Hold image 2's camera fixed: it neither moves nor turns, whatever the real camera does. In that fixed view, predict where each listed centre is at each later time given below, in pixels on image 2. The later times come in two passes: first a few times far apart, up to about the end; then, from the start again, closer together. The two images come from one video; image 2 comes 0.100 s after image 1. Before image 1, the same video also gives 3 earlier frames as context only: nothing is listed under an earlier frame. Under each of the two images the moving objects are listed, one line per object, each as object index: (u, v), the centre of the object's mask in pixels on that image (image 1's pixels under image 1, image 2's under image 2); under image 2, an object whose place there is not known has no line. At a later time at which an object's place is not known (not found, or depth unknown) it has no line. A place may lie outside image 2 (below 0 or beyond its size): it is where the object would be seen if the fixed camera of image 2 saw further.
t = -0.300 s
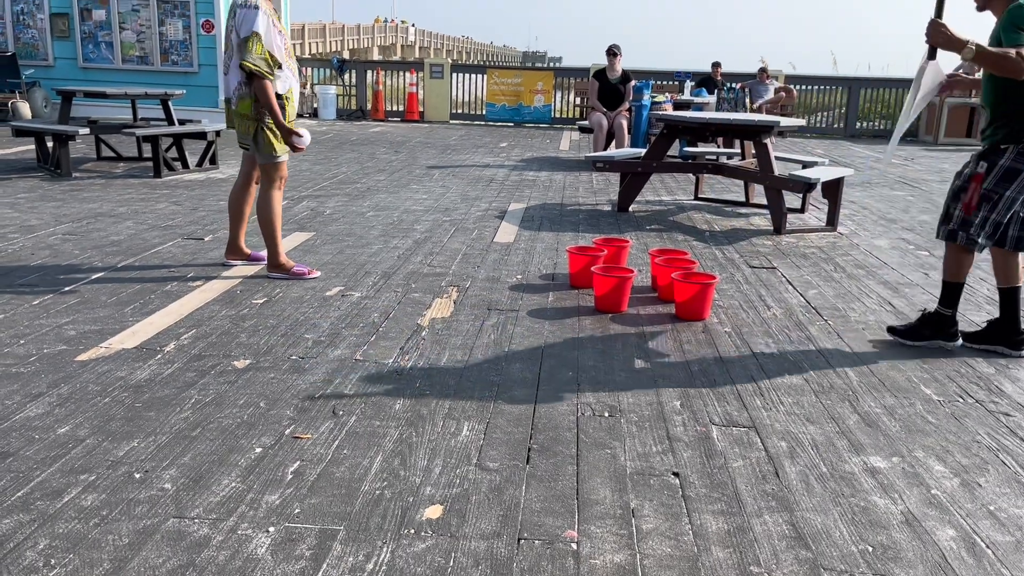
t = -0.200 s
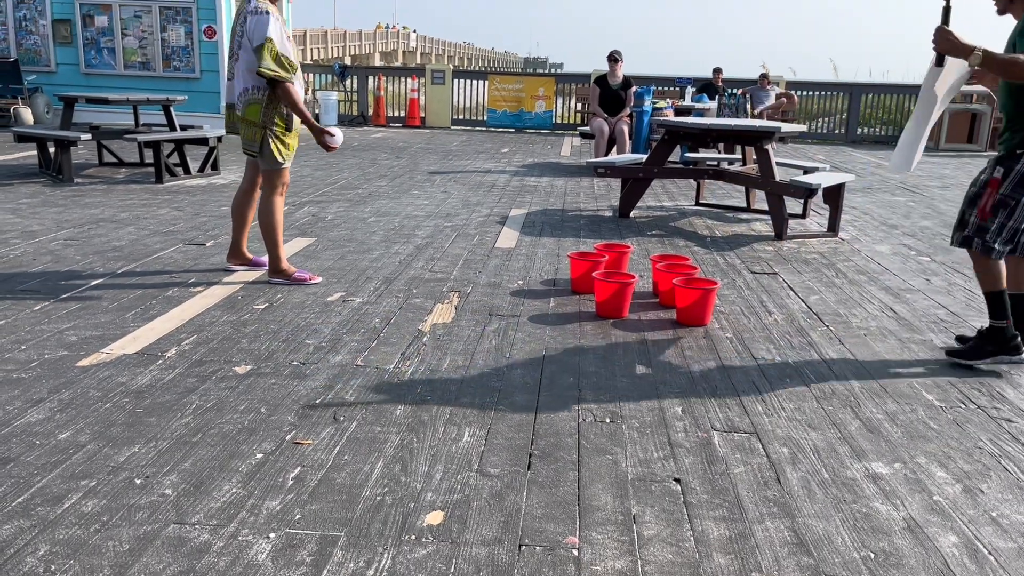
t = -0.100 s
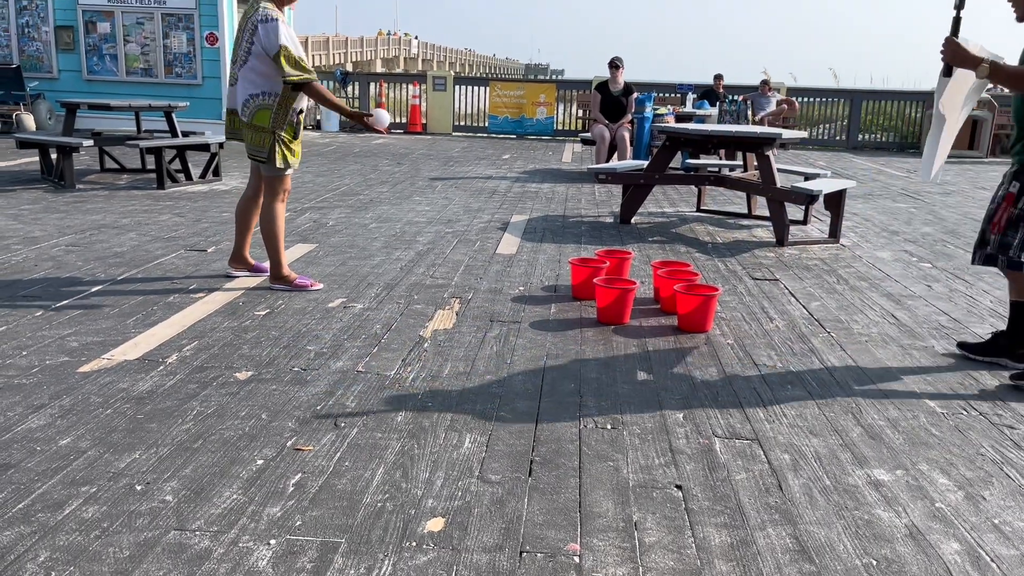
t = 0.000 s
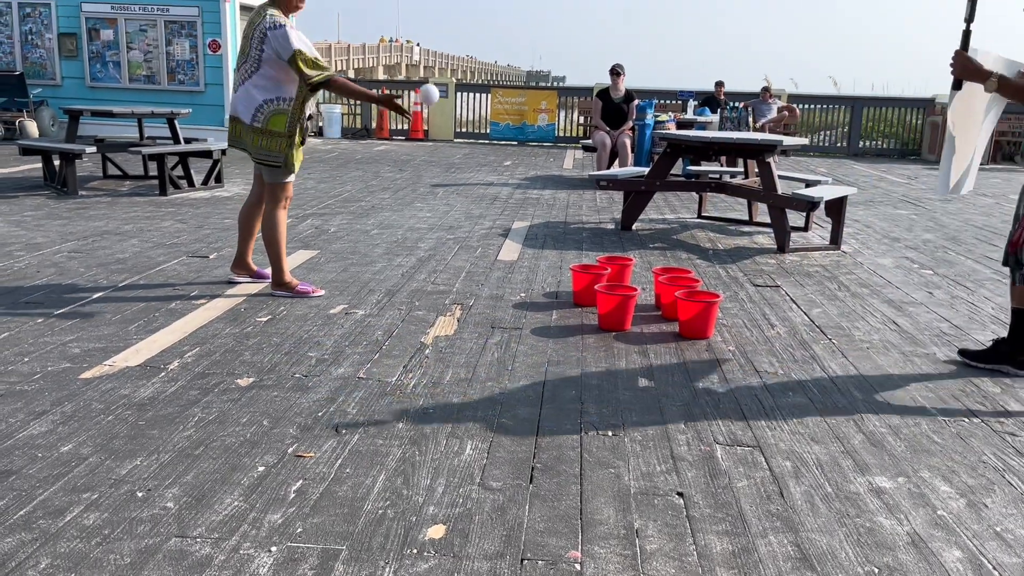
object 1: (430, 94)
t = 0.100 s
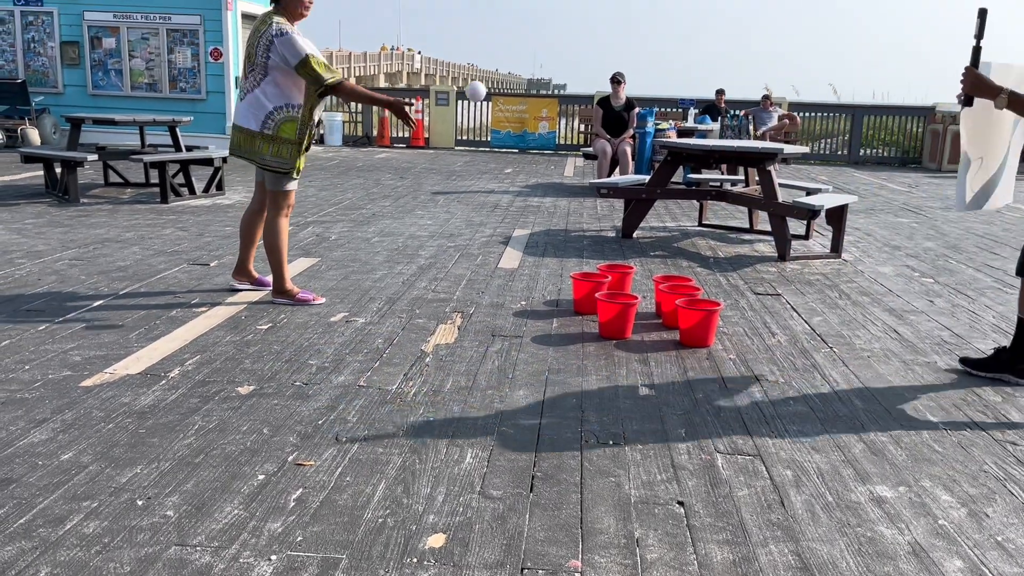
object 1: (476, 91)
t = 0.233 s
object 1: (534, 109)
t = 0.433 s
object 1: (610, 198)
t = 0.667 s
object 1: (655, 273)
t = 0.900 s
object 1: (680, 237)
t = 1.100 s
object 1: (697, 282)
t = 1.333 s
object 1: (736, 296)
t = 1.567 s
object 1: (776, 345)
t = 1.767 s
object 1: (813, 365)
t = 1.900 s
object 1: (840, 374)
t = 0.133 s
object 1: (491, 92)
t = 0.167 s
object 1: (505, 96)
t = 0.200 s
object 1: (519, 102)
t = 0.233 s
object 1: (534, 109)
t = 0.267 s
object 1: (548, 119)
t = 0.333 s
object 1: (573, 145)
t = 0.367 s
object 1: (586, 161)
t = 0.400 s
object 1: (597, 179)
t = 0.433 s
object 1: (610, 198)
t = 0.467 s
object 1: (621, 220)
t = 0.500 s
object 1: (630, 244)
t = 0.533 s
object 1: (641, 268)
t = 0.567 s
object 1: (645, 292)
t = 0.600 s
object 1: (647, 300)
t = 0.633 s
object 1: (649, 285)
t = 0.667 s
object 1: (655, 273)
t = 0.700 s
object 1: (658, 261)
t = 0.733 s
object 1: (662, 251)
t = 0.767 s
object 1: (666, 244)
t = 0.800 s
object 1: (670, 239)
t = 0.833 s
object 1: (674, 236)
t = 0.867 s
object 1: (677, 236)
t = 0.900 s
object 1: (680, 237)
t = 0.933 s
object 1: (683, 241)
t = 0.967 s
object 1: (686, 247)
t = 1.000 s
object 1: (689, 255)
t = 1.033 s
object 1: (691, 265)
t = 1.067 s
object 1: (693, 277)
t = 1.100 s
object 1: (697, 282)
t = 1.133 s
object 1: (703, 280)
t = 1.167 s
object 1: (708, 280)
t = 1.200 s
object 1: (714, 281)
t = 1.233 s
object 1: (719, 285)
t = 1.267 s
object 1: (724, 292)
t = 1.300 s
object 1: (730, 294)
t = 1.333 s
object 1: (736, 296)
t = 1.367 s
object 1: (742, 301)
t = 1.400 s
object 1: (747, 308)
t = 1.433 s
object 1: (754, 317)
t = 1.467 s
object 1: (758, 329)
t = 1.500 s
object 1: (764, 343)
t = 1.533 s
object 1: (770, 351)
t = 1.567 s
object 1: (776, 345)
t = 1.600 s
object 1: (782, 342)
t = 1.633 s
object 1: (789, 342)
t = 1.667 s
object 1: (796, 344)
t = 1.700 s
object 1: (802, 348)
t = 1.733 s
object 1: (807, 354)
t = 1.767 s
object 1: (813, 365)
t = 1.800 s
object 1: (818, 377)
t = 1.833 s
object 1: (825, 373)
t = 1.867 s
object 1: (832, 372)
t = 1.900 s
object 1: (840, 374)
